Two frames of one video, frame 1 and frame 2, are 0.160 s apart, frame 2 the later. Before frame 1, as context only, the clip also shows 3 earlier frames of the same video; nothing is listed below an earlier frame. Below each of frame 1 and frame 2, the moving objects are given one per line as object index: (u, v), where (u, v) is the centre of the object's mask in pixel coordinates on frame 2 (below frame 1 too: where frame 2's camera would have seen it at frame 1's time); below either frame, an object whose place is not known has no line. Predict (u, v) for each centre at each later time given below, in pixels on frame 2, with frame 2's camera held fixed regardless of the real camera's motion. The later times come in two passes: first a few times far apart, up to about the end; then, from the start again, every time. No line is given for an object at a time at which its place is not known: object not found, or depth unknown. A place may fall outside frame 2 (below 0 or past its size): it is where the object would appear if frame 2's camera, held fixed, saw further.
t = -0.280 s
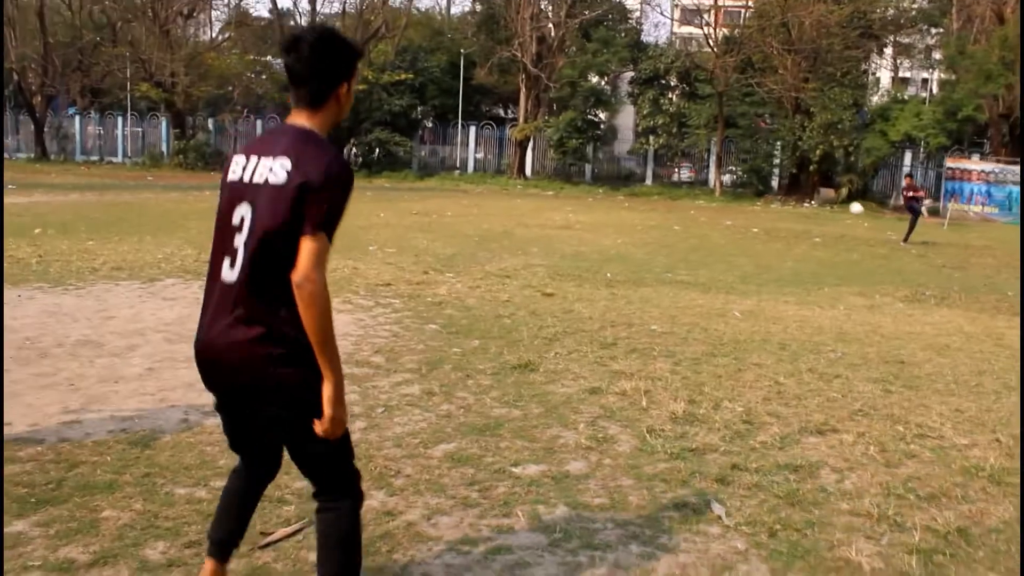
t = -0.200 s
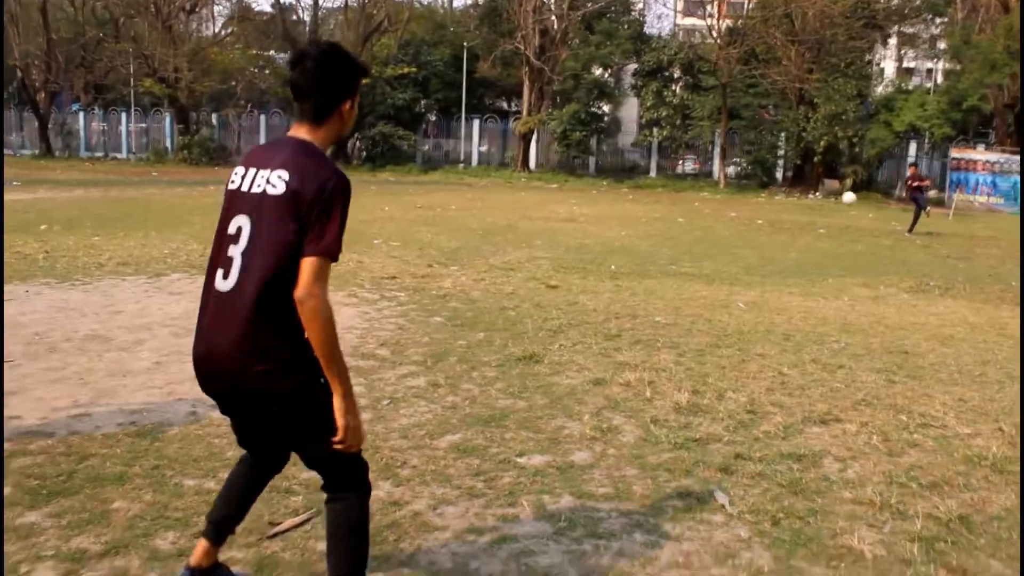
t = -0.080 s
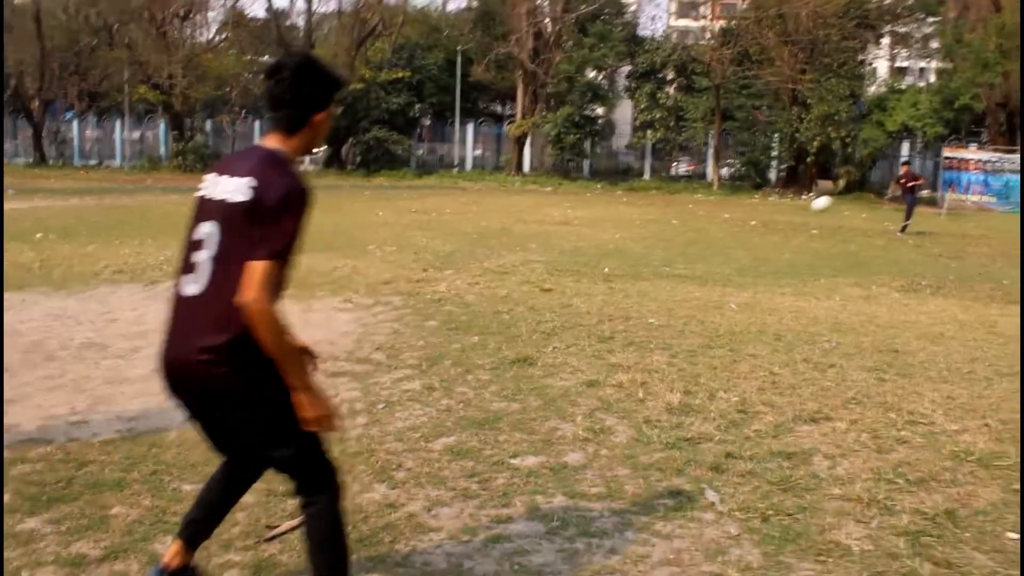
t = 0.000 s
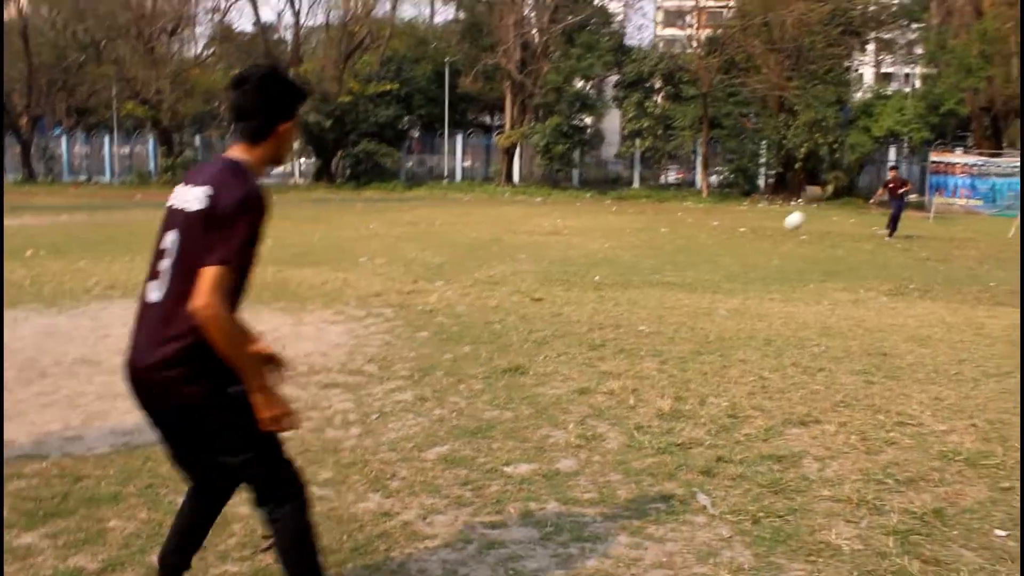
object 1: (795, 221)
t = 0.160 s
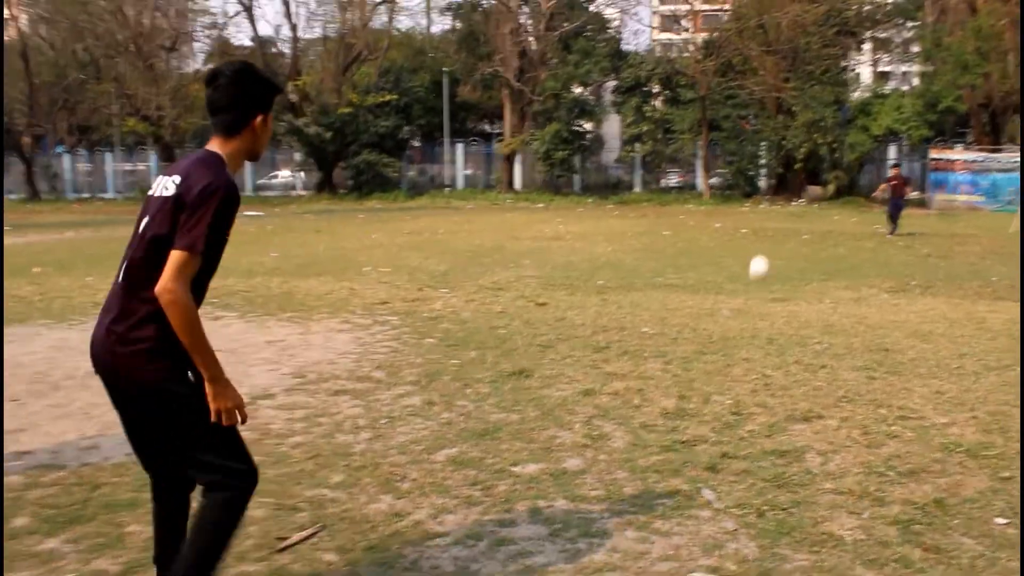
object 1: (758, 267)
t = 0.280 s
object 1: (730, 308)
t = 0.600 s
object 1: (632, 361)
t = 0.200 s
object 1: (748, 286)
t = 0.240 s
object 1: (737, 308)
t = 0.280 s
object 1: (730, 308)
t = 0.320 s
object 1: (721, 304)
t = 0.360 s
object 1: (713, 304)
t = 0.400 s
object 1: (703, 305)
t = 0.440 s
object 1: (692, 310)
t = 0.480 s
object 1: (680, 316)
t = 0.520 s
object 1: (665, 326)
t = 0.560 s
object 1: (650, 340)
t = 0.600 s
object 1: (632, 361)
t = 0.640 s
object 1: (609, 386)
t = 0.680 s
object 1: (584, 423)
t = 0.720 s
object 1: (555, 469)
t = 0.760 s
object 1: (524, 490)
